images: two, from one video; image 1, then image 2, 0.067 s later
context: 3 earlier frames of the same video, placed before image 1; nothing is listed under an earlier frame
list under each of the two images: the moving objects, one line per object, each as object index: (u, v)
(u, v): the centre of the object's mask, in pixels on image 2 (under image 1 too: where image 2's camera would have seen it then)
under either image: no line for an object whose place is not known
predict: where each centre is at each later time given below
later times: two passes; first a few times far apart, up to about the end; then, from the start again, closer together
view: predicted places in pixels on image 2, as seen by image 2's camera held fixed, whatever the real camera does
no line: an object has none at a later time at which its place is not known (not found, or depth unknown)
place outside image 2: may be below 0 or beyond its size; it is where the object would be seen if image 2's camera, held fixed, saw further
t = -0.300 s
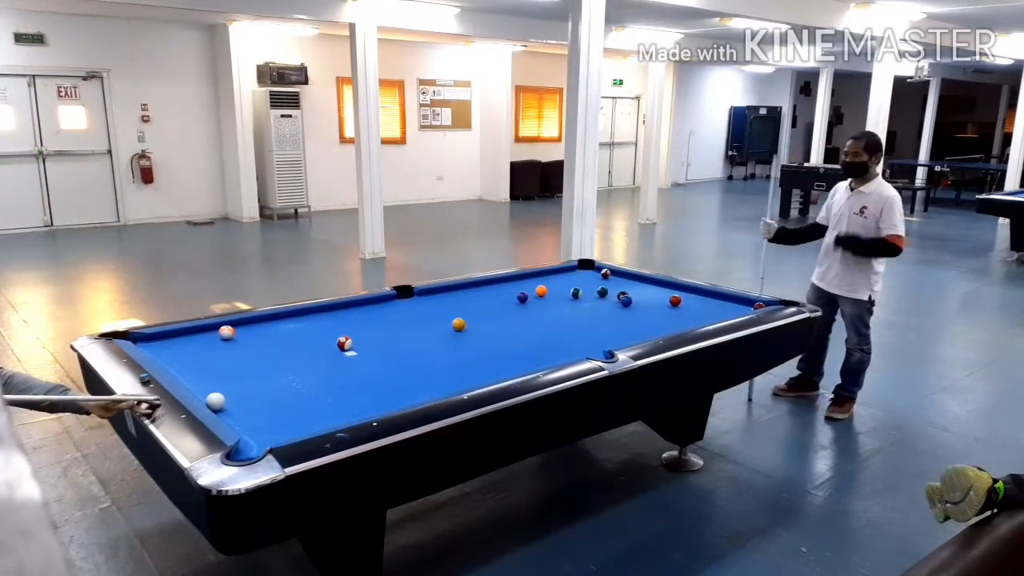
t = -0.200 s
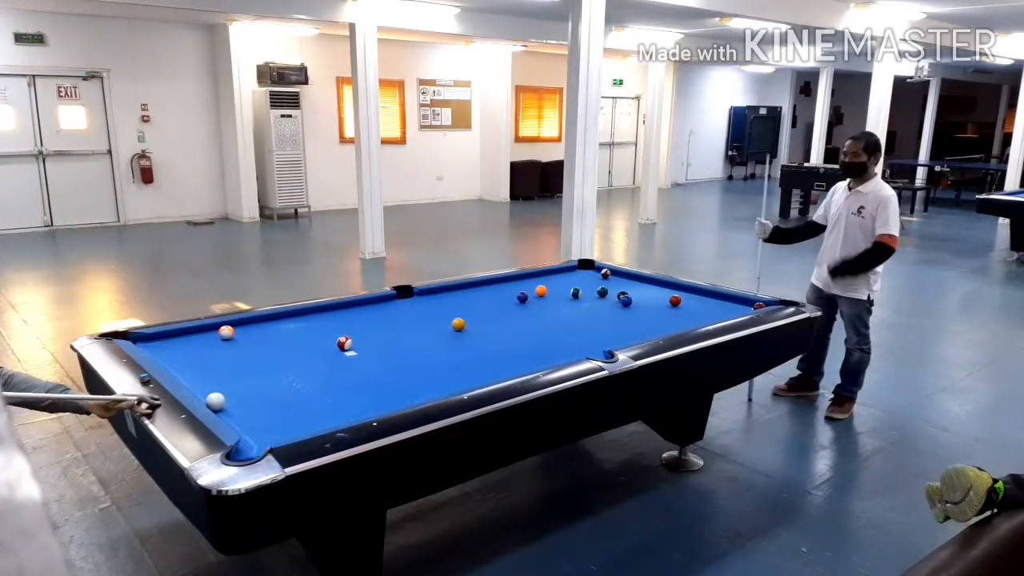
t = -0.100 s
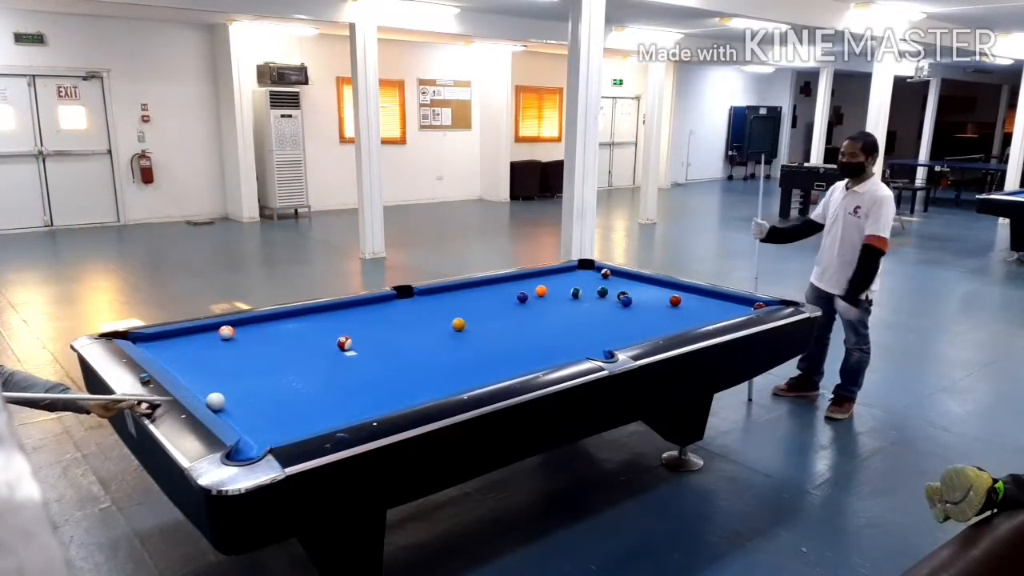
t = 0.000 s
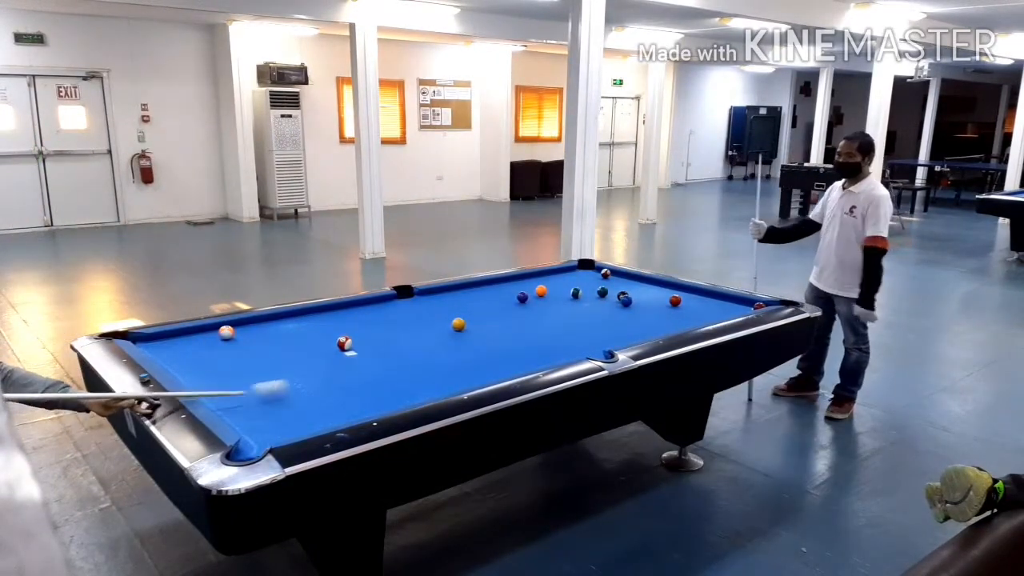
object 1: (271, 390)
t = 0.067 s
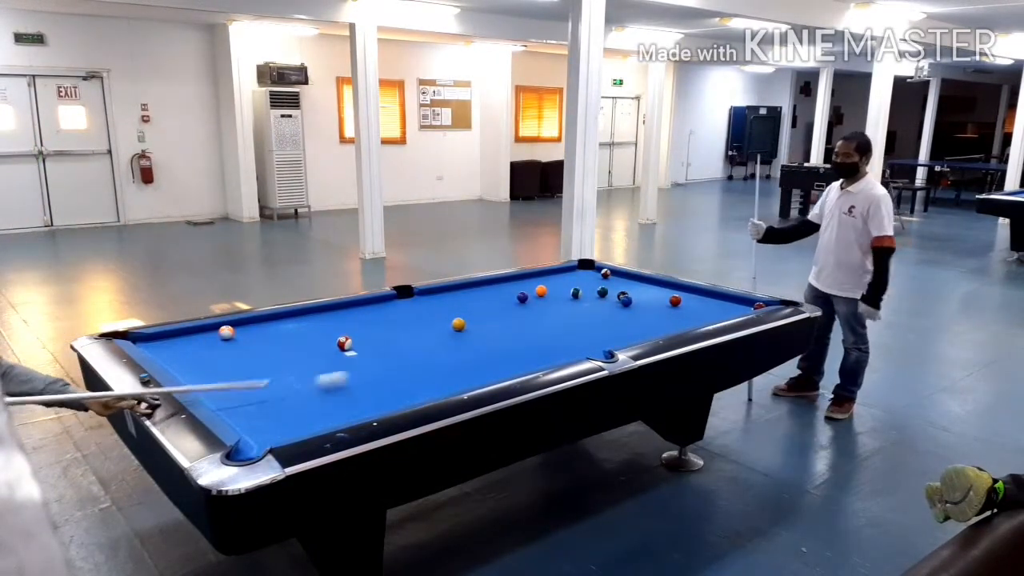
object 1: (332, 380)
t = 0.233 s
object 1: (462, 359)
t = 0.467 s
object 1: (606, 336)
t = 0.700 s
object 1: (723, 315)
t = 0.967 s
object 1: (731, 297)
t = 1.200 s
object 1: (687, 294)
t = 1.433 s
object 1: (649, 292)
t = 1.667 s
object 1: (614, 288)
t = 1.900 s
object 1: (581, 284)
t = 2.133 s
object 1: (550, 282)
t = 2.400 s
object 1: (517, 279)
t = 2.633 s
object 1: (504, 281)
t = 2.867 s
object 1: (502, 285)
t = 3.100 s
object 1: (499, 289)
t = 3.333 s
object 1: (498, 294)
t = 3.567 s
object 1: (495, 298)
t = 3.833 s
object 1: (493, 303)
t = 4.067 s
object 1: (490, 307)
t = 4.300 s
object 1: (487, 311)
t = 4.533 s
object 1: (485, 315)
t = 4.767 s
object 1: (483, 319)
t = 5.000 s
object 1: (481, 322)
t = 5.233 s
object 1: (479, 326)
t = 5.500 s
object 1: (477, 329)
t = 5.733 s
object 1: (475, 332)
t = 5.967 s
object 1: (473, 334)
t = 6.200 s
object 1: (472, 336)
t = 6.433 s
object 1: (471, 338)
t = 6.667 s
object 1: (470, 340)
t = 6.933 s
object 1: (469, 340)
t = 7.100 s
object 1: (469, 341)
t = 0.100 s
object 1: (360, 376)
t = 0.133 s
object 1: (387, 372)
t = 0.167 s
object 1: (413, 368)
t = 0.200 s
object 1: (438, 364)
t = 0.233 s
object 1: (462, 359)
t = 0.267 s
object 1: (484, 356)
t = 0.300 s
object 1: (506, 352)
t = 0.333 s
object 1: (527, 349)
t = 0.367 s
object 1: (548, 345)
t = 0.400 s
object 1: (568, 342)
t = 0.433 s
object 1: (587, 339)
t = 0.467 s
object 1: (606, 336)
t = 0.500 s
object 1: (625, 333)
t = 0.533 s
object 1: (642, 330)
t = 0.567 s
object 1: (660, 327)
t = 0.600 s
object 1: (677, 324)
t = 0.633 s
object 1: (693, 321)
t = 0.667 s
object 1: (709, 318)
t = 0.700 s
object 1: (723, 315)
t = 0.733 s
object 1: (732, 312)
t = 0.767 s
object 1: (742, 309)
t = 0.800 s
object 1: (747, 307)
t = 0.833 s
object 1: (743, 305)
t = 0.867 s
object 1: (739, 304)
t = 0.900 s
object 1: (736, 301)
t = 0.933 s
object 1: (734, 299)
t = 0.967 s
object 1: (731, 297)
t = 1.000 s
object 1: (724, 297)
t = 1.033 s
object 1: (717, 296)
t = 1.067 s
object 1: (711, 296)
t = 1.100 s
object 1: (704, 296)
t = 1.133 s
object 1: (698, 295)
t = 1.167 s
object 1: (693, 295)
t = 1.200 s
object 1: (687, 294)
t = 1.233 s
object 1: (682, 293)
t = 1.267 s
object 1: (677, 292)
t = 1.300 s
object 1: (670, 292)
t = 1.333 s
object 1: (665, 293)
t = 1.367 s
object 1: (659, 293)
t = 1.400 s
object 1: (655, 292)
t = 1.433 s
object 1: (649, 292)
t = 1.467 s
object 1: (644, 291)
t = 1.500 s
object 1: (639, 290)
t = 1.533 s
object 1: (634, 290)
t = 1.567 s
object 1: (628, 288)
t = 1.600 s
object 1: (624, 288)
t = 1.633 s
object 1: (619, 288)
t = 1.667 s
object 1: (614, 288)
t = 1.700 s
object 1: (610, 287)
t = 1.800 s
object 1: (594, 286)
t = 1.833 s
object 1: (589, 286)
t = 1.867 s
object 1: (585, 286)
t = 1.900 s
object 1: (581, 284)
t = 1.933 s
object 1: (576, 284)
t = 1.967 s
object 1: (571, 283)
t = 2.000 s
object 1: (567, 284)
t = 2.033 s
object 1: (562, 284)
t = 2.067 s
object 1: (558, 283)
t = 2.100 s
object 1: (554, 283)
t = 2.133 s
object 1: (550, 282)
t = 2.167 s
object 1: (546, 281)
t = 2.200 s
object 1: (541, 280)
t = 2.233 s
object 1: (537, 280)
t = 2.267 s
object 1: (533, 280)
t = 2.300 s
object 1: (529, 280)
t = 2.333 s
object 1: (525, 280)
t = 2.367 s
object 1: (521, 280)
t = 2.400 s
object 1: (517, 279)
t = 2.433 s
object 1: (513, 279)
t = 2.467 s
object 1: (509, 278)
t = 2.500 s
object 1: (506, 278)
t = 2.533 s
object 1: (505, 279)
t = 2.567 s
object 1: (505, 279)
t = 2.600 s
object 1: (504, 280)
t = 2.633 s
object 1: (504, 281)
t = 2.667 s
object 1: (503, 281)
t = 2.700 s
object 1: (503, 282)
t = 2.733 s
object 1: (503, 283)
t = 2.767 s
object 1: (503, 283)
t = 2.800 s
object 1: (502, 284)
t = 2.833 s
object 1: (502, 284)
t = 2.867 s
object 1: (502, 285)
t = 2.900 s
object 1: (501, 286)
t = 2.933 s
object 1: (501, 286)
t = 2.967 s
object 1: (501, 287)
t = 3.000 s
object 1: (500, 288)
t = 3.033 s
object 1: (500, 288)
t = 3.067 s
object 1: (500, 289)
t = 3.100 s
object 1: (499, 289)
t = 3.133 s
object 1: (499, 290)
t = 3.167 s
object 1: (499, 291)
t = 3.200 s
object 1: (499, 291)
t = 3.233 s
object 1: (498, 292)
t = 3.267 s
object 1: (498, 292)
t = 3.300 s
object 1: (498, 293)
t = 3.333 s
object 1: (498, 294)
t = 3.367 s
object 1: (497, 294)
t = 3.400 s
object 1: (497, 295)
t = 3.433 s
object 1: (496, 296)
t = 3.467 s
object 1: (496, 296)
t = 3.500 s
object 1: (496, 297)
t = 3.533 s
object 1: (496, 297)
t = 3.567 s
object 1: (495, 298)
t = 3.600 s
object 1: (495, 299)
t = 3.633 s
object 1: (495, 299)
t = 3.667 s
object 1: (494, 300)
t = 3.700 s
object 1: (494, 301)
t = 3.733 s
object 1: (494, 301)
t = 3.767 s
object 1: (493, 302)
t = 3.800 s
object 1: (493, 302)
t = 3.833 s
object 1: (493, 303)
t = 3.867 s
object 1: (492, 303)
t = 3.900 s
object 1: (492, 304)
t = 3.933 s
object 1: (492, 305)
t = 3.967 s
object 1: (491, 305)
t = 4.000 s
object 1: (491, 306)
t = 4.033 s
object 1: (490, 307)
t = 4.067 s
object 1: (490, 307)
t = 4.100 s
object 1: (490, 308)
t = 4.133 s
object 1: (489, 308)
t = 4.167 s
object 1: (489, 309)
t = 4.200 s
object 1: (489, 309)
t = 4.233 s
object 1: (488, 310)
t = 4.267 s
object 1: (488, 311)
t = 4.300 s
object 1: (487, 311)
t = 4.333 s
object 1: (487, 311)
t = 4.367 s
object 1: (487, 312)
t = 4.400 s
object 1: (487, 313)
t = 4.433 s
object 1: (486, 313)
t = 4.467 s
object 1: (486, 314)
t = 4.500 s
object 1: (486, 315)
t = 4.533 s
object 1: (485, 315)
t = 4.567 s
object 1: (485, 316)
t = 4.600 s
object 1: (485, 316)
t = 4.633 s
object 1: (484, 317)
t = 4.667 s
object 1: (484, 317)
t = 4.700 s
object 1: (484, 318)
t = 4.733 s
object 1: (483, 318)
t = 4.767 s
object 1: (483, 319)
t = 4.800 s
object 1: (482, 319)
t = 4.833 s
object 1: (482, 320)
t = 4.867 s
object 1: (482, 321)
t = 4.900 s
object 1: (481, 321)
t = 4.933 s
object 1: (481, 321)
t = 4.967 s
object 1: (481, 322)
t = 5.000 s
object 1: (481, 322)
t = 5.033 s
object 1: (480, 323)
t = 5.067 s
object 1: (480, 323)
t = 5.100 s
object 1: (480, 324)
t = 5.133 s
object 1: (479, 324)
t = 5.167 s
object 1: (479, 325)
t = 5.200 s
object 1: (479, 325)
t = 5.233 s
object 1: (479, 326)
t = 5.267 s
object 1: (479, 326)
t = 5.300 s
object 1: (478, 327)
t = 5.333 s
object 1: (478, 327)
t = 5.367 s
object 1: (478, 327)
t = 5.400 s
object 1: (477, 328)
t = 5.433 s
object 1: (477, 328)
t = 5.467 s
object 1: (477, 329)
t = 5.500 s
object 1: (477, 329)
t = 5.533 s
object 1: (476, 329)
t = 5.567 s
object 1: (476, 330)
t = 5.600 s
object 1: (476, 330)
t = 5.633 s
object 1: (476, 331)
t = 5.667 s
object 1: (475, 331)
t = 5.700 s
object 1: (475, 332)
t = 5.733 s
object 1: (475, 332)
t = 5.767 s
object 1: (475, 332)
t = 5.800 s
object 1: (474, 333)
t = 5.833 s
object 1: (474, 333)
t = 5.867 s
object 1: (474, 333)
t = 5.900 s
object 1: (474, 333)
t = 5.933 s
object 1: (474, 334)
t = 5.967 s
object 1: (473, 334)
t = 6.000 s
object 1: (473, 335)
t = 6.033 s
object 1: (473, 335)
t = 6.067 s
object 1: (473, 335)
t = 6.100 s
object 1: (472, 335)
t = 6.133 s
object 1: (472, 335)
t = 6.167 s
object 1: (472, 336)
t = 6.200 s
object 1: (472, 336)
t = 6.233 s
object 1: (472, 336)
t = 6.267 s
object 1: (471, 337)
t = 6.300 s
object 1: (471, 337)
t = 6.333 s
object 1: (471, 337)
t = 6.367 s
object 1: (471, 338)
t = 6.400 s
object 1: (471, 338)
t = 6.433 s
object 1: (471, 338)
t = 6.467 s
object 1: (470, 338)
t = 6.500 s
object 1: (470, 338)
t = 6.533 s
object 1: (470, 339)
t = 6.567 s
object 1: (470, 339)
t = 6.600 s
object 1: (470, 339)
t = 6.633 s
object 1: (470, 339)
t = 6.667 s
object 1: (470, 340)
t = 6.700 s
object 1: (470, 340)
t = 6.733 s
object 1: (470, 340)
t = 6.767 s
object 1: (469, 340)
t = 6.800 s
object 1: (469, 340)
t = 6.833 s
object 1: (469, 340)
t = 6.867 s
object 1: (469, 340)
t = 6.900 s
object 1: (469, 340)
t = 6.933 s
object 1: (469, 340)
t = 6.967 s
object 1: (469, 341)
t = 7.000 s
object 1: (469, 340)
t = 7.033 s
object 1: (469, 341)
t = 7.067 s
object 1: (469, 341)
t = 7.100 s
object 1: (469, 341)
